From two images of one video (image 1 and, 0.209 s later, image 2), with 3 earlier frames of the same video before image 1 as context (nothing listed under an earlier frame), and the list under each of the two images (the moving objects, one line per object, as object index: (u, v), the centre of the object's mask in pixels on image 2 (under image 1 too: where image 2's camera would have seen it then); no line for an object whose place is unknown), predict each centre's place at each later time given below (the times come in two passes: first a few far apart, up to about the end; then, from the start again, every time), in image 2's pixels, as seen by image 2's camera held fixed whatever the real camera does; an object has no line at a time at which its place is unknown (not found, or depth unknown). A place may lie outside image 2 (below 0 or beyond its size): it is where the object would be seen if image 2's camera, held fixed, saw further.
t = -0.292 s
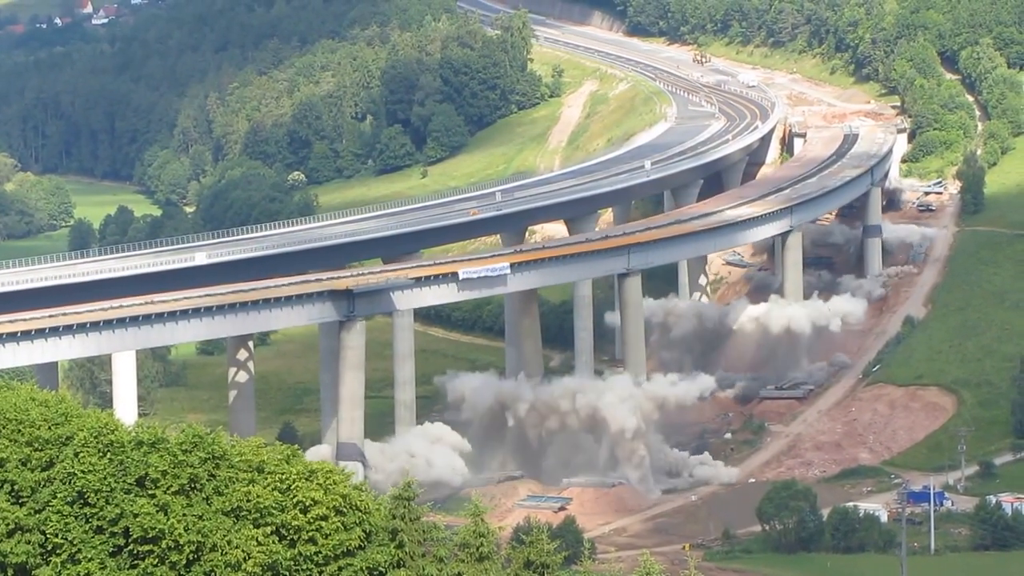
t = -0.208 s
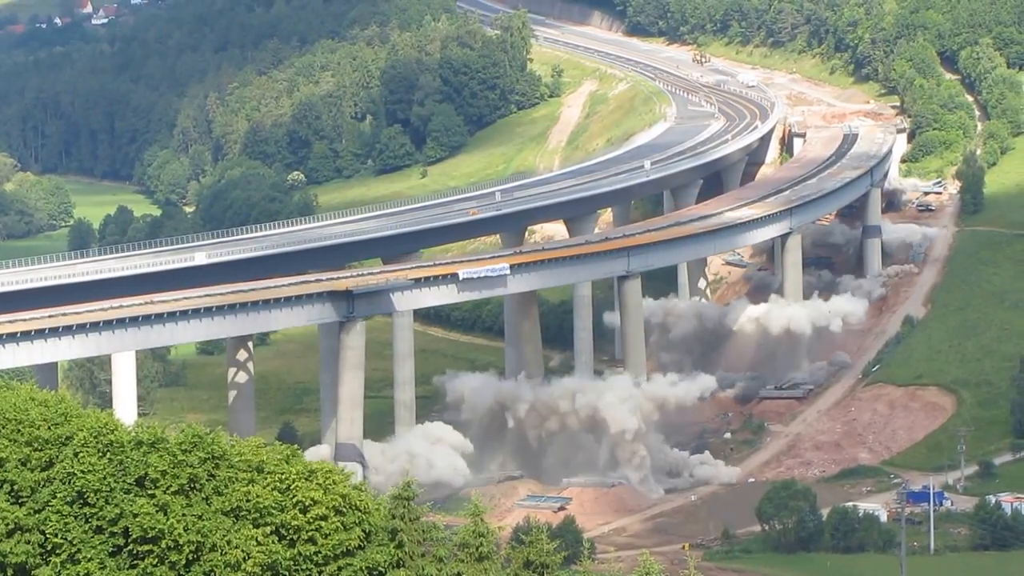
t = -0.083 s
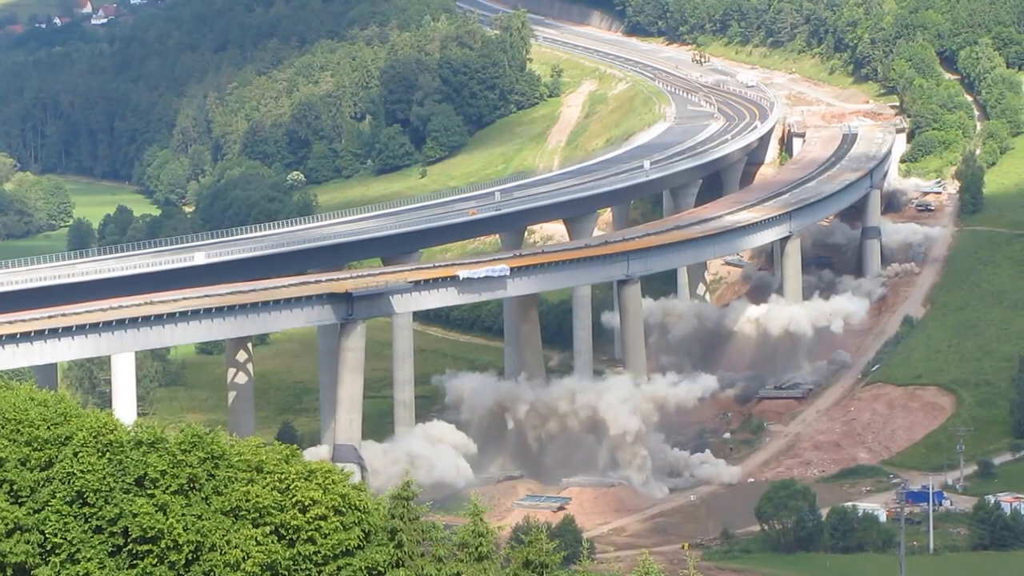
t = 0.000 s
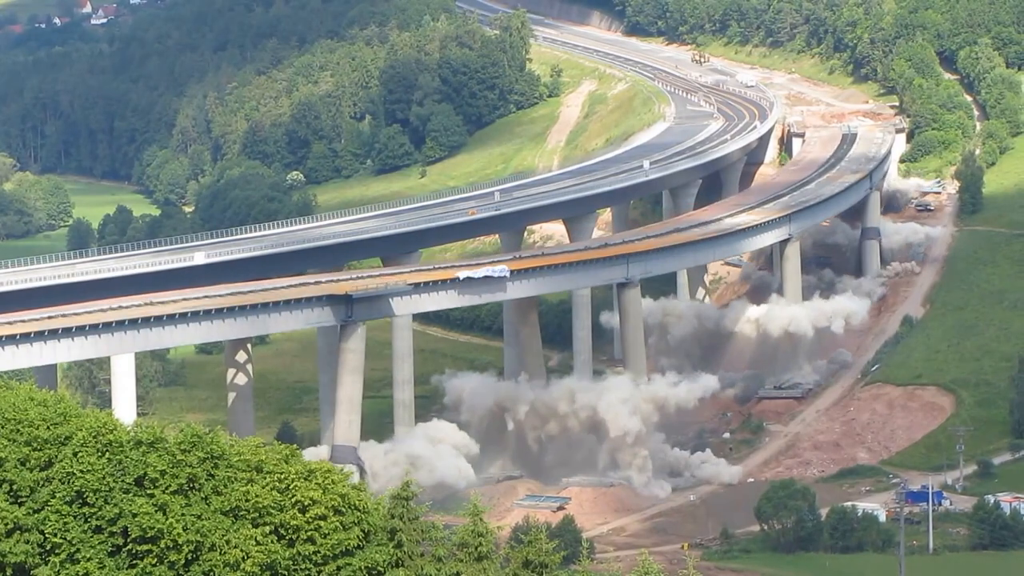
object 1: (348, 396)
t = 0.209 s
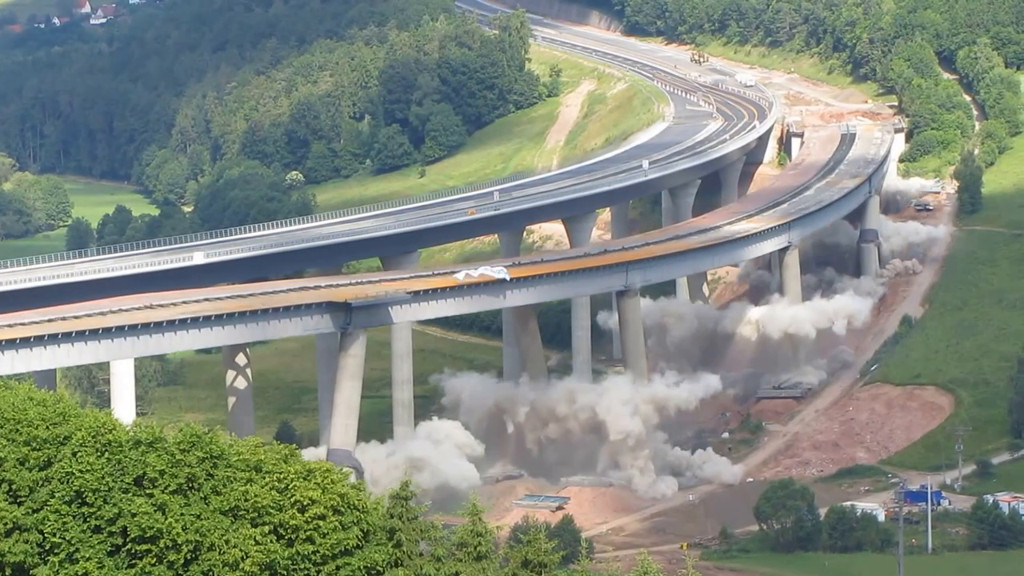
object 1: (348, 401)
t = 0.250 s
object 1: (347, 402)
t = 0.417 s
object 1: (347, 404)
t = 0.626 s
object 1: (346, 411)
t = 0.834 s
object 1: (346, 415)
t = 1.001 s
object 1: (346, 423)
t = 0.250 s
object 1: (347, 402)
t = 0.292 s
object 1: (347, 403)
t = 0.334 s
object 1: (347, 403)
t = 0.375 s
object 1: (347, 403)
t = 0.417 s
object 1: (347, 404)
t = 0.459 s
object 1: (346, 403)
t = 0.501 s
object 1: (346, 404)
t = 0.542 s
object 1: (346, 408)
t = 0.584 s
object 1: (346, 407)
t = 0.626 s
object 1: (346, 411)
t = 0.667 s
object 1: (345, 410)
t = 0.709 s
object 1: (345, 411)
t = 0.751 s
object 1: (345, 413)
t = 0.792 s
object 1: (345, 414)
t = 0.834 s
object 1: (346, 415)
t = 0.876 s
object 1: (346, 417)
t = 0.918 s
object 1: (346, 419)
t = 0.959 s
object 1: (346, 421)
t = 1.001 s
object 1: (346, 423)
